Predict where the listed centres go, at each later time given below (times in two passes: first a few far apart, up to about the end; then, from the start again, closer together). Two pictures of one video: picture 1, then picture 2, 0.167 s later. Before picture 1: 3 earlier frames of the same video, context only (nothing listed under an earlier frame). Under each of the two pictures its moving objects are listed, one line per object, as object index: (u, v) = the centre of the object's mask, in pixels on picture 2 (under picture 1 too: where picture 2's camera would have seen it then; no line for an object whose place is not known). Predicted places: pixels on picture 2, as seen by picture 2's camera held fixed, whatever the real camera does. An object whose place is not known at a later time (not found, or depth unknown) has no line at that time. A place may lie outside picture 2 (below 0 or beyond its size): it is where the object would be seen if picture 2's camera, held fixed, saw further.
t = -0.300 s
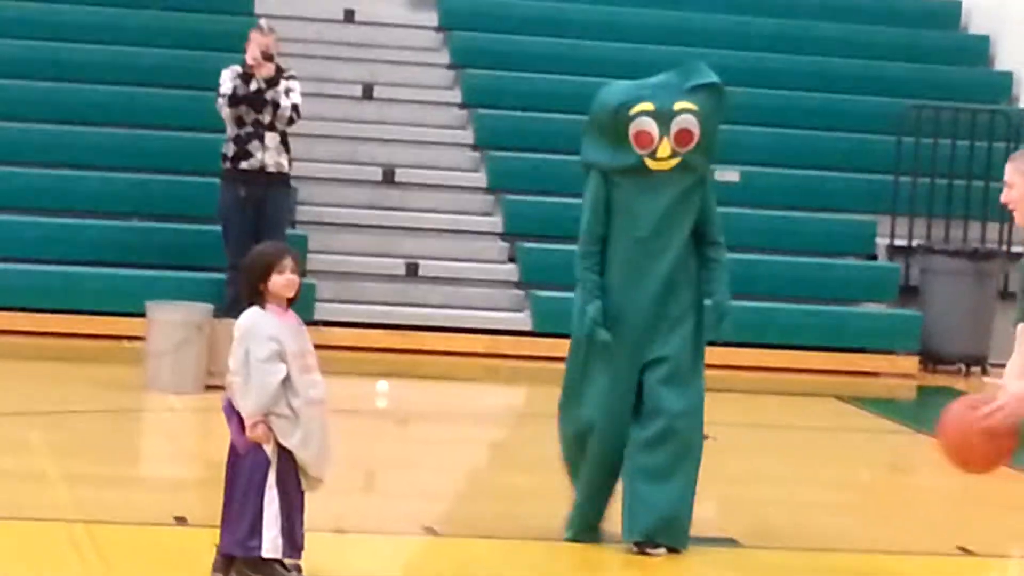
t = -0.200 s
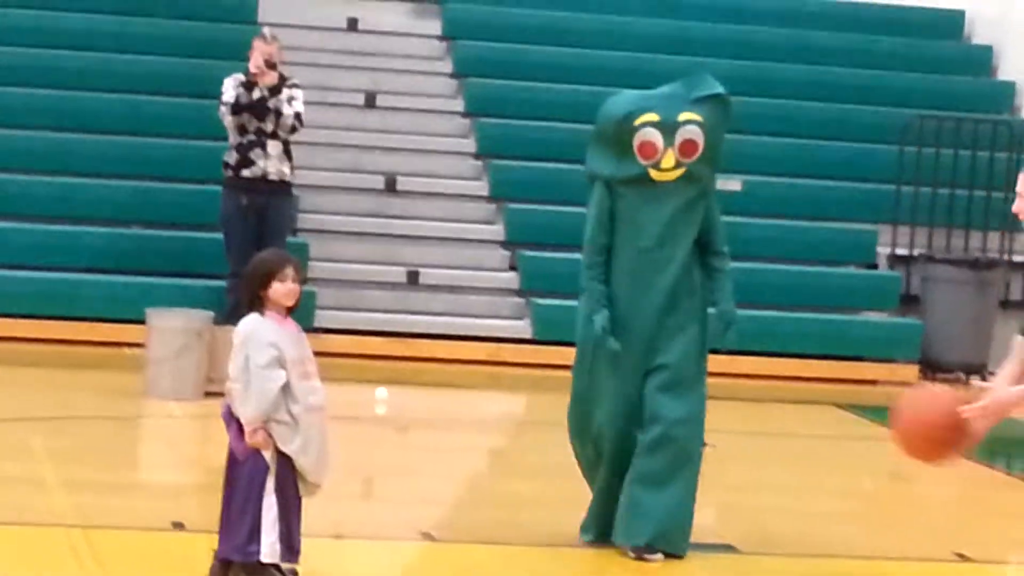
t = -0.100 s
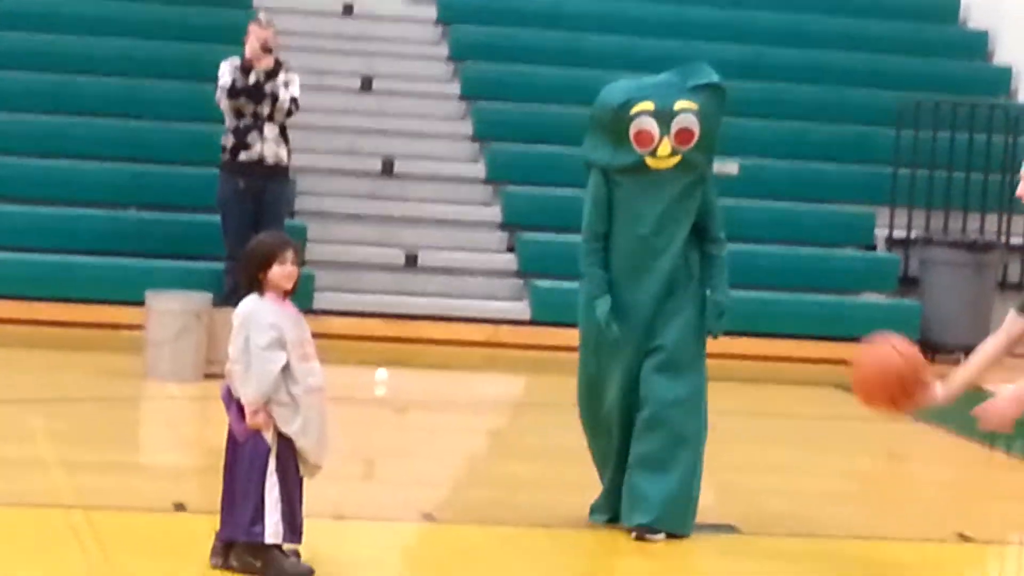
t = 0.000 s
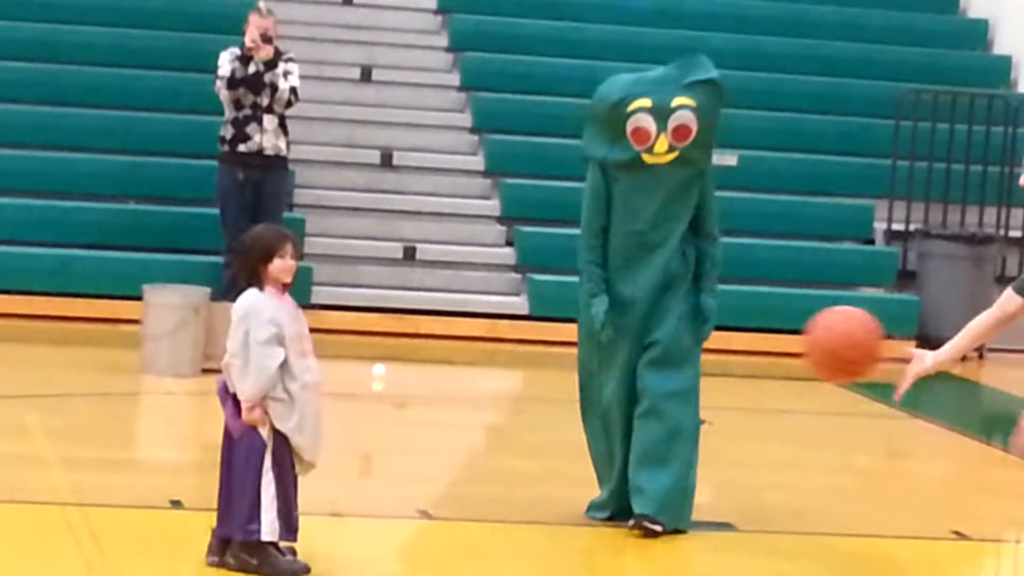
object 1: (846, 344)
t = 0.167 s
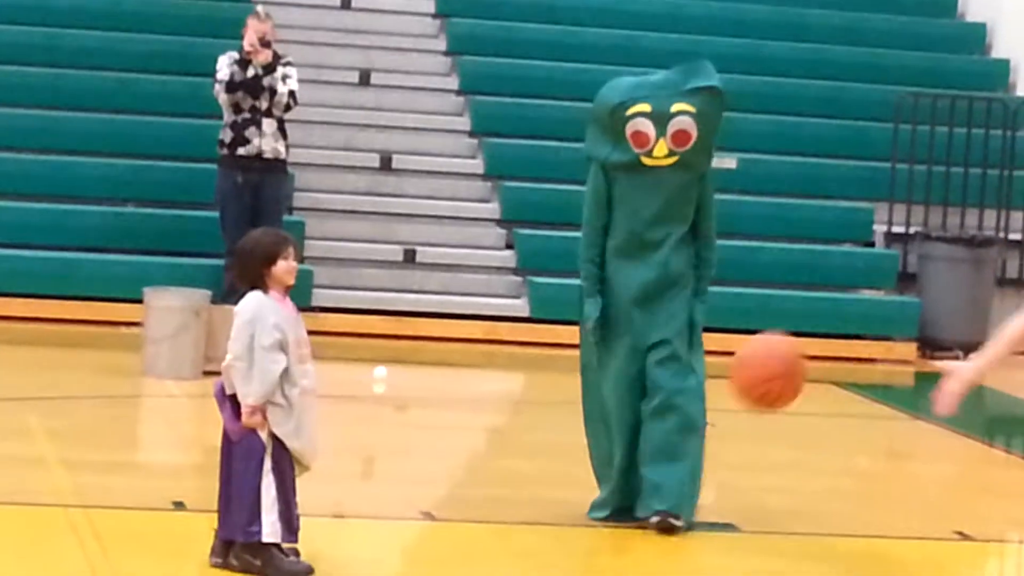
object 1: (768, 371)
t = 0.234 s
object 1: (737, 408)
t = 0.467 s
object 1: (630, 564)
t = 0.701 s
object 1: (571, 425)
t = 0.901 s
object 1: (509, 421)
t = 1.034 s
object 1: (462, 488)
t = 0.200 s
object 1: (752, 388)
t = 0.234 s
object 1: (737, 408)
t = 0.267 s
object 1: (718, 433)
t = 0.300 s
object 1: (703, 458)
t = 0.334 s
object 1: (687, 486)
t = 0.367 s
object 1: (674, 512)
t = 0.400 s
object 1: (656, 551)
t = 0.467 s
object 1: (630, 564)
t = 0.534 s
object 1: (615, 509)
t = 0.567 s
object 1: (607, 488)
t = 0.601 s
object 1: (599, 468)
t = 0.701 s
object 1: (571, 425)
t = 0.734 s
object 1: (560, 416)
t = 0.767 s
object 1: (549, 411)
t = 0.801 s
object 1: (540, 410)
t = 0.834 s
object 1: (531, 410)
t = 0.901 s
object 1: (509, 421)
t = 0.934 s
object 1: (498, 430)
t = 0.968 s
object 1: (486, 445)
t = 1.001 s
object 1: (475, 465)
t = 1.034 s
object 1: (462, 488)
